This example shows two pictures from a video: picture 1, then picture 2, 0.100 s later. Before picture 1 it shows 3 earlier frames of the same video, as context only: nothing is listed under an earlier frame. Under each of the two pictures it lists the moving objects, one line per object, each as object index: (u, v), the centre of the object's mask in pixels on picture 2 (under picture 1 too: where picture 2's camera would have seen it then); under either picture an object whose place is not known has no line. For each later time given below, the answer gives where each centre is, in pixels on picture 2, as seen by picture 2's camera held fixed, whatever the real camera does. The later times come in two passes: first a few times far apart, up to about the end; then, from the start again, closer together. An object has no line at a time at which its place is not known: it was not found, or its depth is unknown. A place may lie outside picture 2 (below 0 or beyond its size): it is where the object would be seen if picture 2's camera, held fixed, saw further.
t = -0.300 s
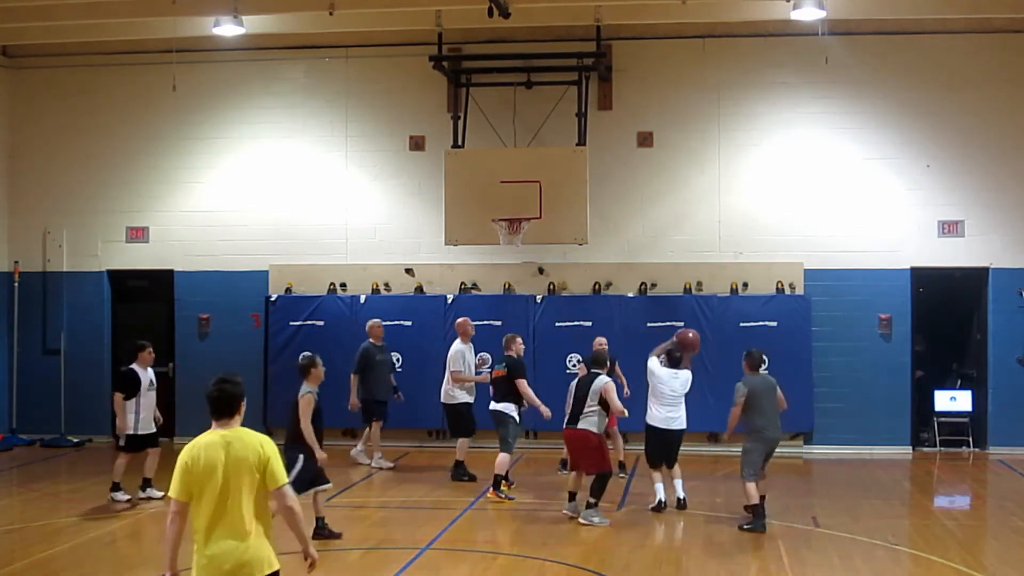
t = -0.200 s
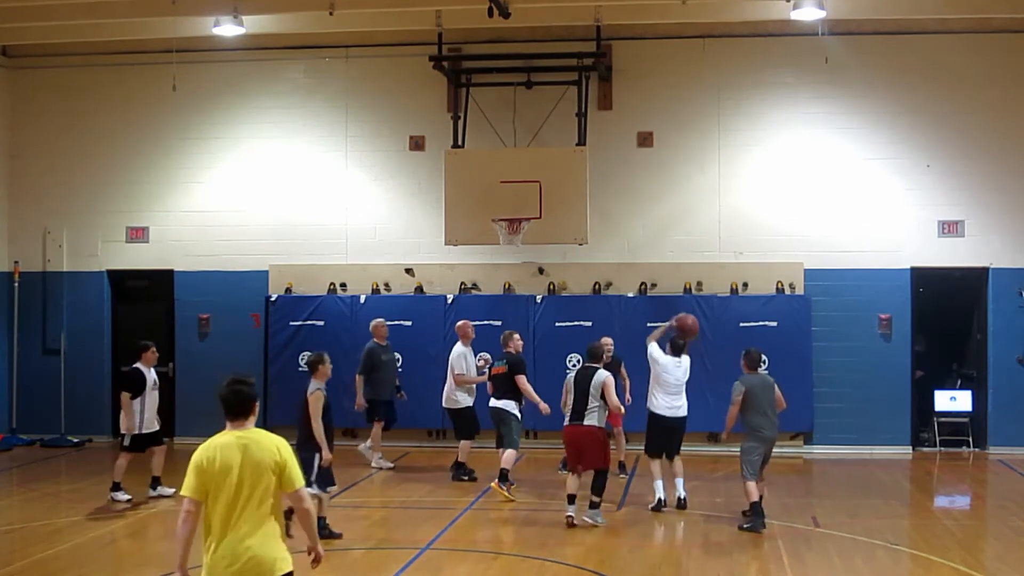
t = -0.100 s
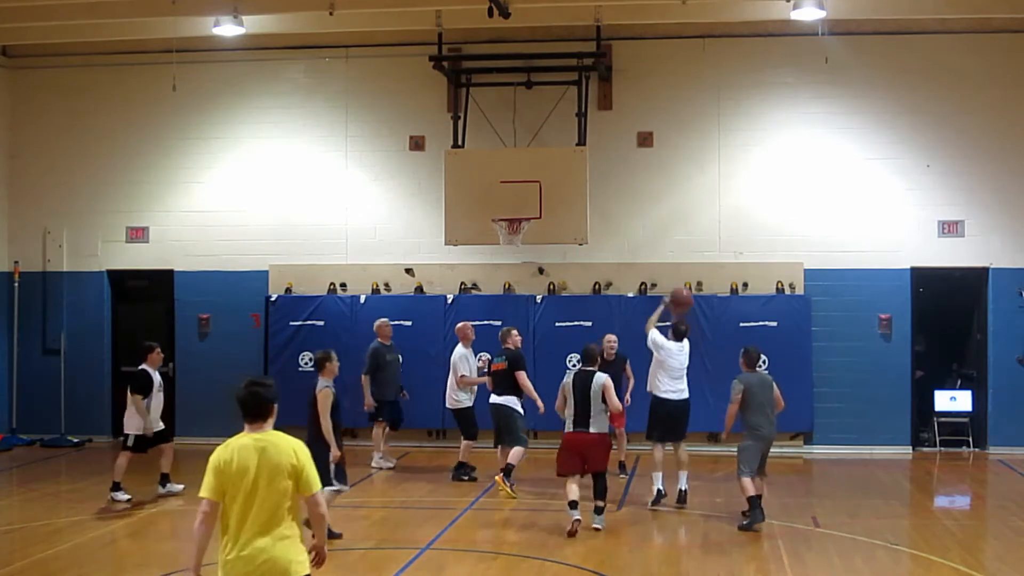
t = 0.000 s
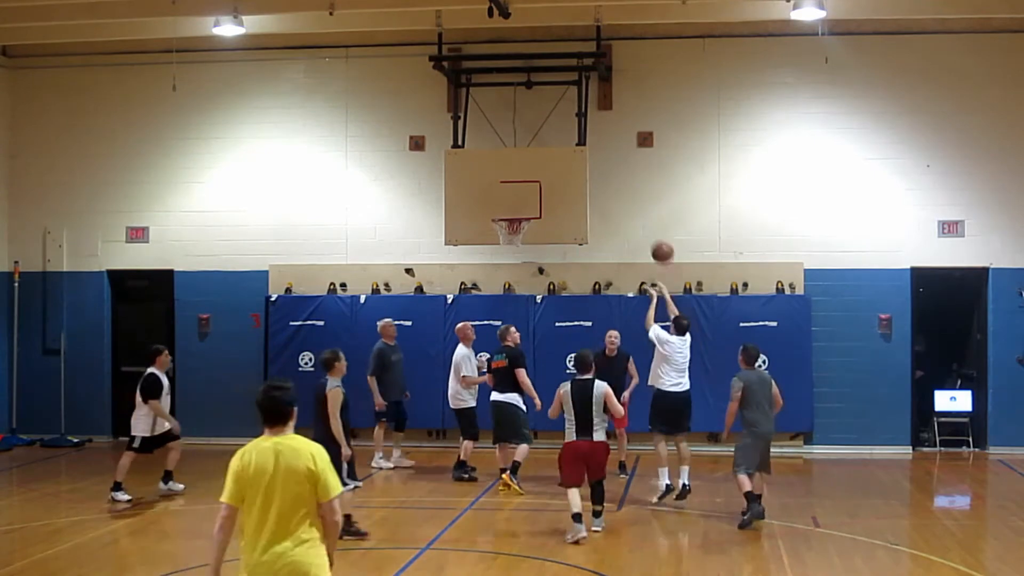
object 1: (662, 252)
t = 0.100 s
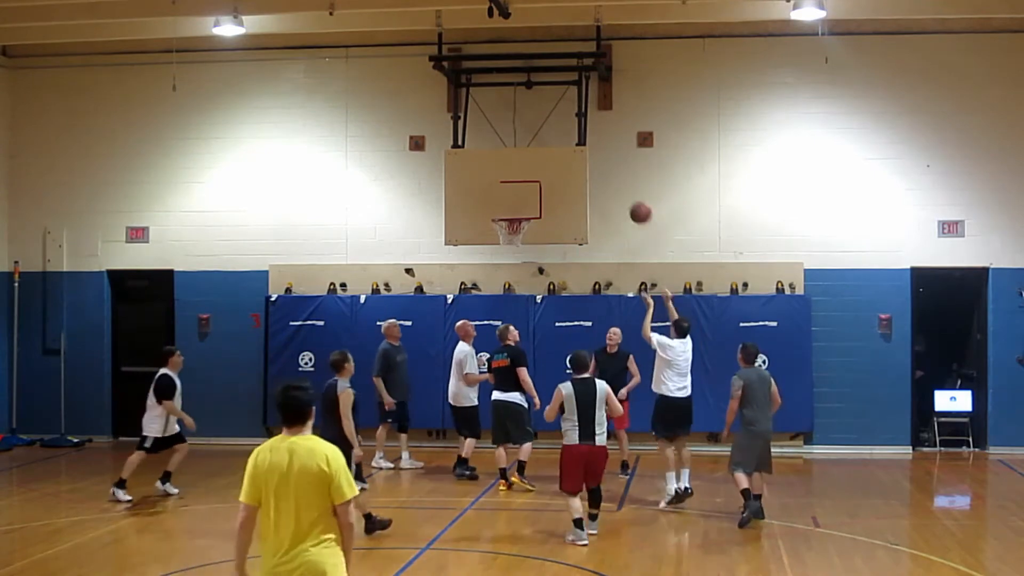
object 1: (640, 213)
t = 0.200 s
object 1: (620, 184)
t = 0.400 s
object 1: (582, 157)
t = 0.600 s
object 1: (547, 165)
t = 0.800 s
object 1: (516, 204)
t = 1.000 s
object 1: (514, 231)
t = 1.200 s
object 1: (510, 243)
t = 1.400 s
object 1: (506, 273)
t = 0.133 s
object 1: (633, 202)
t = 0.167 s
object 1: (627, 193)
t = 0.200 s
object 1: (620, 184)
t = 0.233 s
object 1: (613, 177)
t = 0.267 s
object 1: (606, 171)
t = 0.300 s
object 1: (600, 166)
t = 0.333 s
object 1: (594, 162)
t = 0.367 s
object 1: (588, 159)
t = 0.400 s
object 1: (582, 157)
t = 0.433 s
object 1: (576, 156)
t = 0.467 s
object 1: (570, 156)
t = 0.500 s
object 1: (564, 157)
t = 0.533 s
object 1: (558, 159)
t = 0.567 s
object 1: (552, 161)
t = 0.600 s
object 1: (547, 165)
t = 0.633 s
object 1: (541, 169)
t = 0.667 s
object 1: (537, 174)
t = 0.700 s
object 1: (531, 181)
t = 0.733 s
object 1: (526, 188)
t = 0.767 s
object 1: (521, 195)
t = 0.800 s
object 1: (516, 204)
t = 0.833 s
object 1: (511, 213)
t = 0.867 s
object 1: (509, 219)
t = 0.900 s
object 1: (510, 228)
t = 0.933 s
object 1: (510, 233)
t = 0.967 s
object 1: (512, 234)
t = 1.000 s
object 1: (514, 231)
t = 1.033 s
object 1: (513, 231)
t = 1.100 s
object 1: (511, 234)
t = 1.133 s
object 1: (510, 237)
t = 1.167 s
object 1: (510, 241)
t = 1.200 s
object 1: (510, 243)
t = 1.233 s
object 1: (509, 247)
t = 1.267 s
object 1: (508, 250)
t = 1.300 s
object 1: (508, 254)
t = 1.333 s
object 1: (507, 259)
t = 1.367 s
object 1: (506, 266)
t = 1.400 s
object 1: (506, 273)
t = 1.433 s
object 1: (505, 282)
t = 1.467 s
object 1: (505, 290)
